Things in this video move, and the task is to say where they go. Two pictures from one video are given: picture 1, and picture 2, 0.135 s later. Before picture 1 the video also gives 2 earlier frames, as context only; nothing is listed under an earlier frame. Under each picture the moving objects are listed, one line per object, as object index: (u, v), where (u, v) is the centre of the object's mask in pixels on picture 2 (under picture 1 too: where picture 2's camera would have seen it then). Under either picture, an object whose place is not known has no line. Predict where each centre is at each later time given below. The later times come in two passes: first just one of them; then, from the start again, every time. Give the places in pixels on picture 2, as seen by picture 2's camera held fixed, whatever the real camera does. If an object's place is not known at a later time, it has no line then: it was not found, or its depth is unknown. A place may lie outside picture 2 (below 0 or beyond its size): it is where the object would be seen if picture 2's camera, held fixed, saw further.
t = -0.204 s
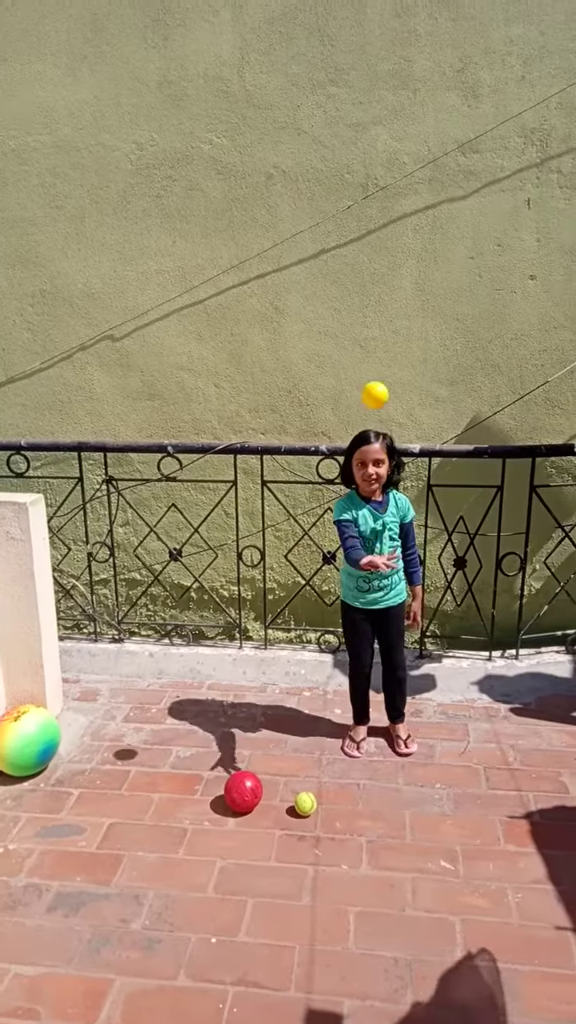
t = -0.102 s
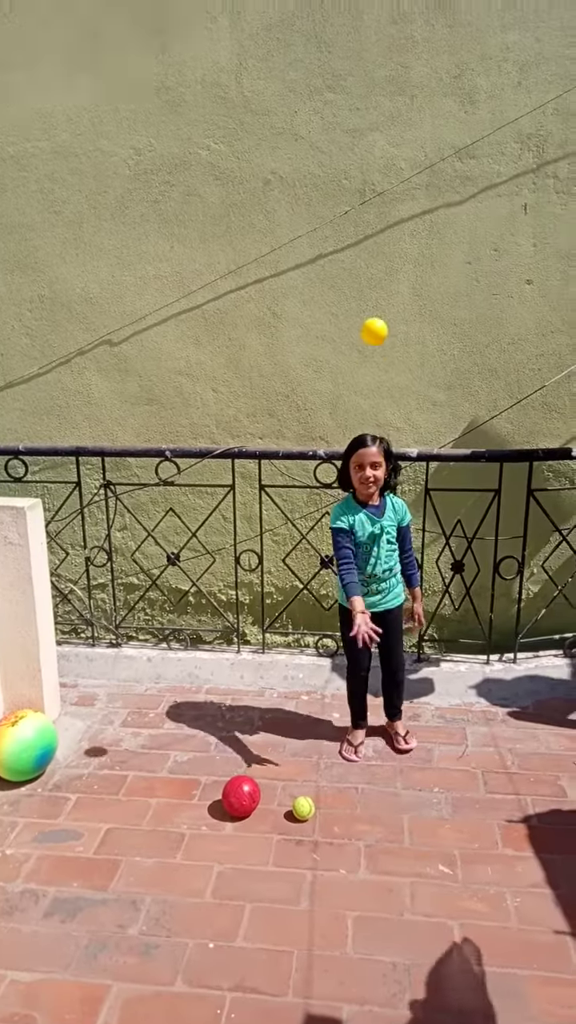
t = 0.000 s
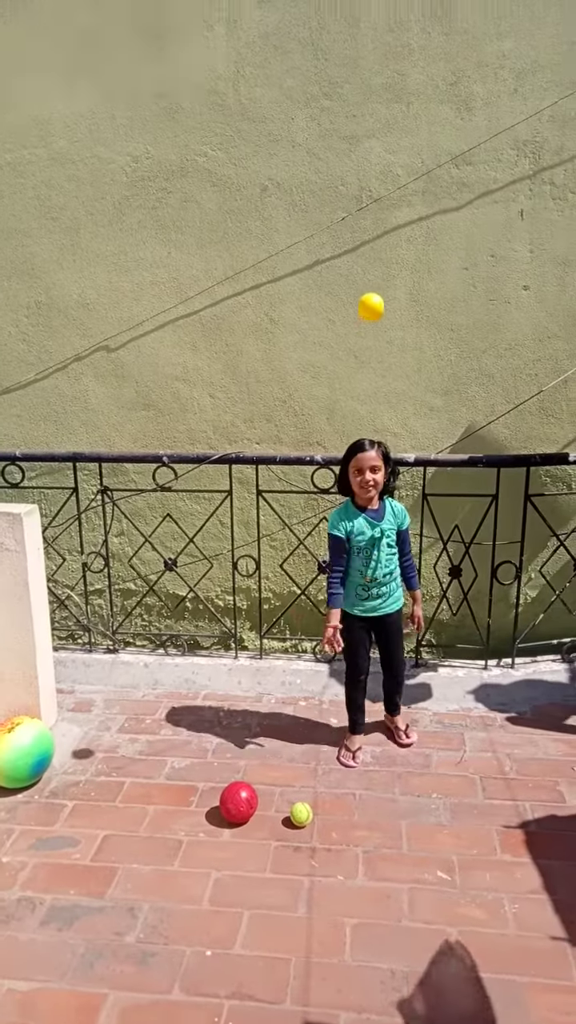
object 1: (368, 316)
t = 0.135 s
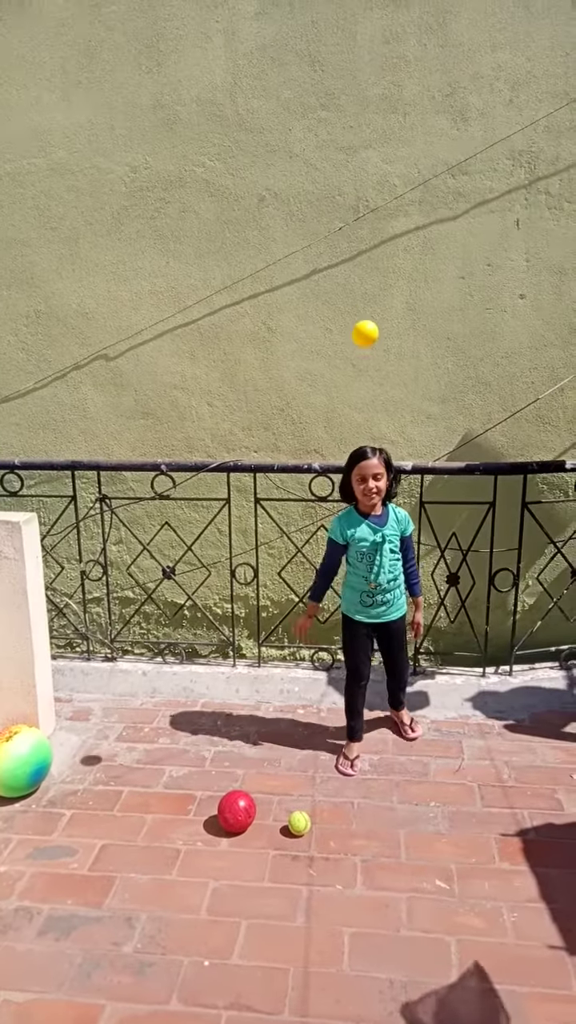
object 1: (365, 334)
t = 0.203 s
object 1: (363, 366)
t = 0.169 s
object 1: (363, 348)
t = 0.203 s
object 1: (363, 366)
